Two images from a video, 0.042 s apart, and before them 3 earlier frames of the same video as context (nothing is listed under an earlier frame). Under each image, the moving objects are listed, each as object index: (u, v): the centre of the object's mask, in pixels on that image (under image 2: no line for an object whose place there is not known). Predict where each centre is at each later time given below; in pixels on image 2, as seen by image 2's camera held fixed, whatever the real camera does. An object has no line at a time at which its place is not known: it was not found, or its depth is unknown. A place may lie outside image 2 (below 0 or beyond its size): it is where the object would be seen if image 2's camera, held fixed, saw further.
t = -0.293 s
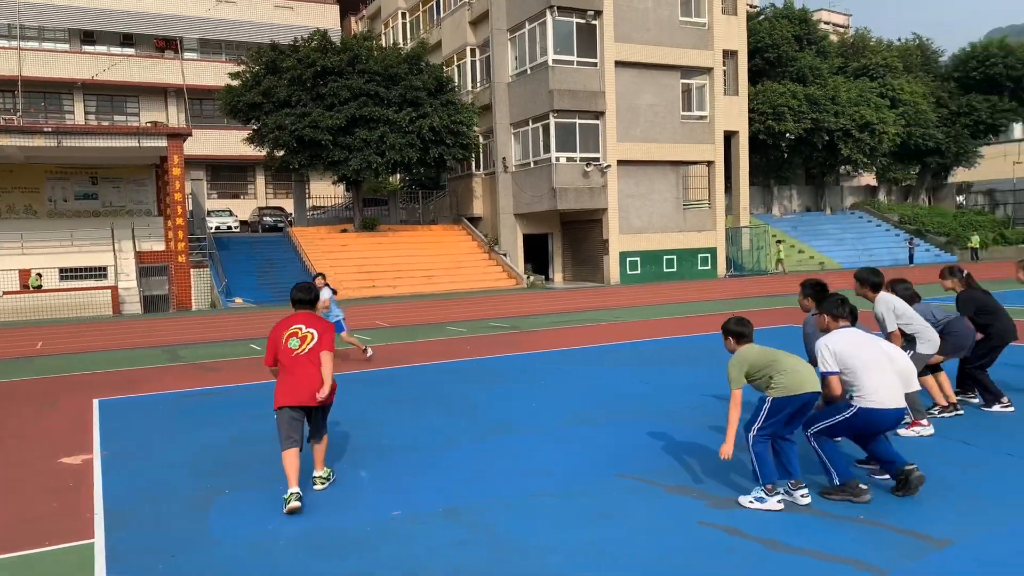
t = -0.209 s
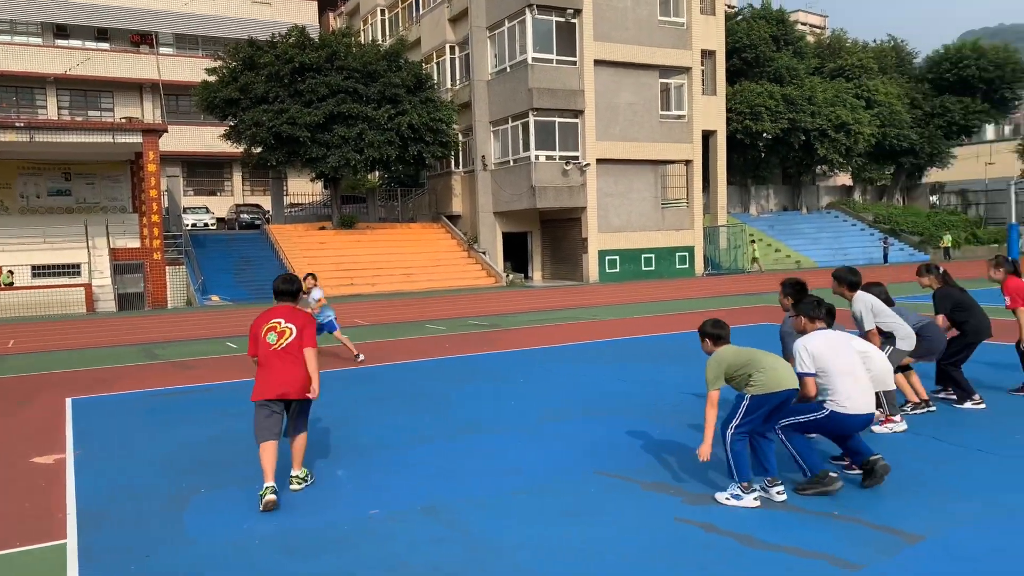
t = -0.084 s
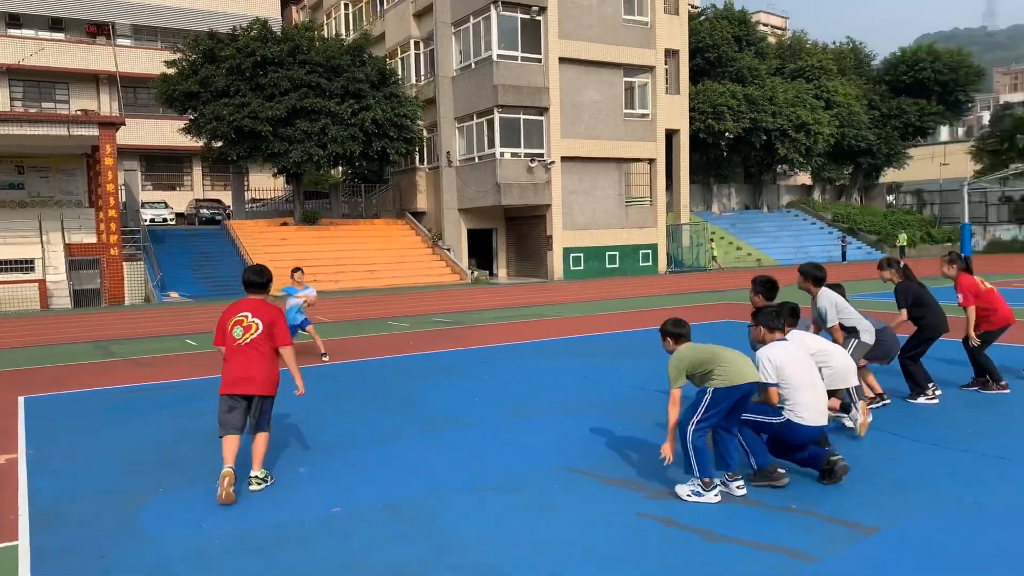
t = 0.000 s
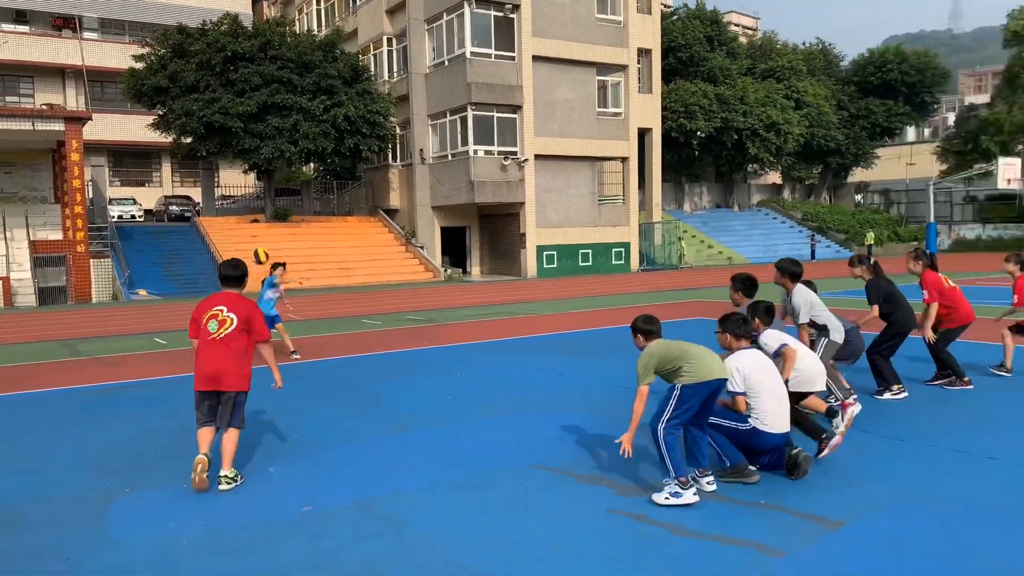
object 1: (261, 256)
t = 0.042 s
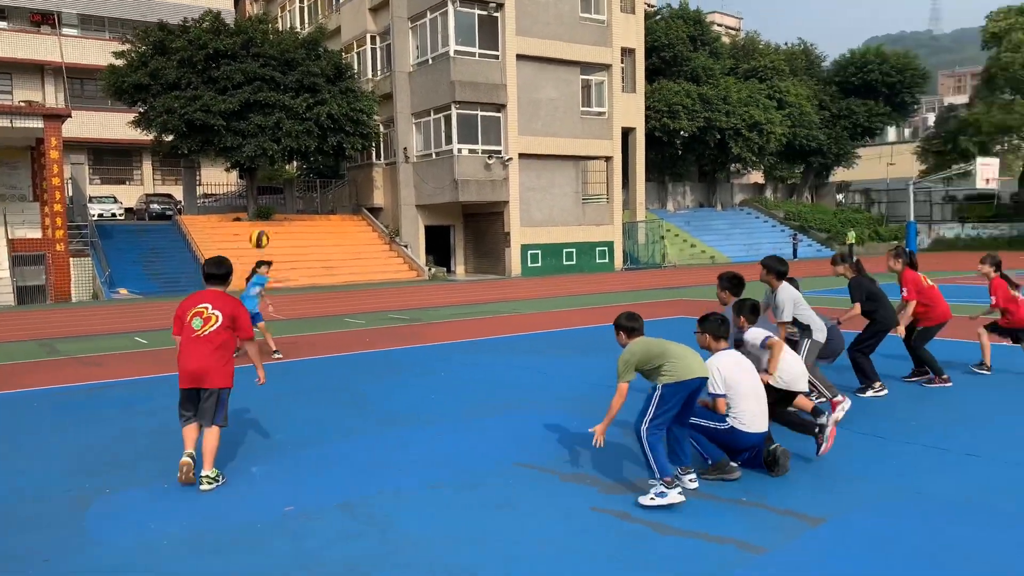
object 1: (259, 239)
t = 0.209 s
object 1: (341, 174)
